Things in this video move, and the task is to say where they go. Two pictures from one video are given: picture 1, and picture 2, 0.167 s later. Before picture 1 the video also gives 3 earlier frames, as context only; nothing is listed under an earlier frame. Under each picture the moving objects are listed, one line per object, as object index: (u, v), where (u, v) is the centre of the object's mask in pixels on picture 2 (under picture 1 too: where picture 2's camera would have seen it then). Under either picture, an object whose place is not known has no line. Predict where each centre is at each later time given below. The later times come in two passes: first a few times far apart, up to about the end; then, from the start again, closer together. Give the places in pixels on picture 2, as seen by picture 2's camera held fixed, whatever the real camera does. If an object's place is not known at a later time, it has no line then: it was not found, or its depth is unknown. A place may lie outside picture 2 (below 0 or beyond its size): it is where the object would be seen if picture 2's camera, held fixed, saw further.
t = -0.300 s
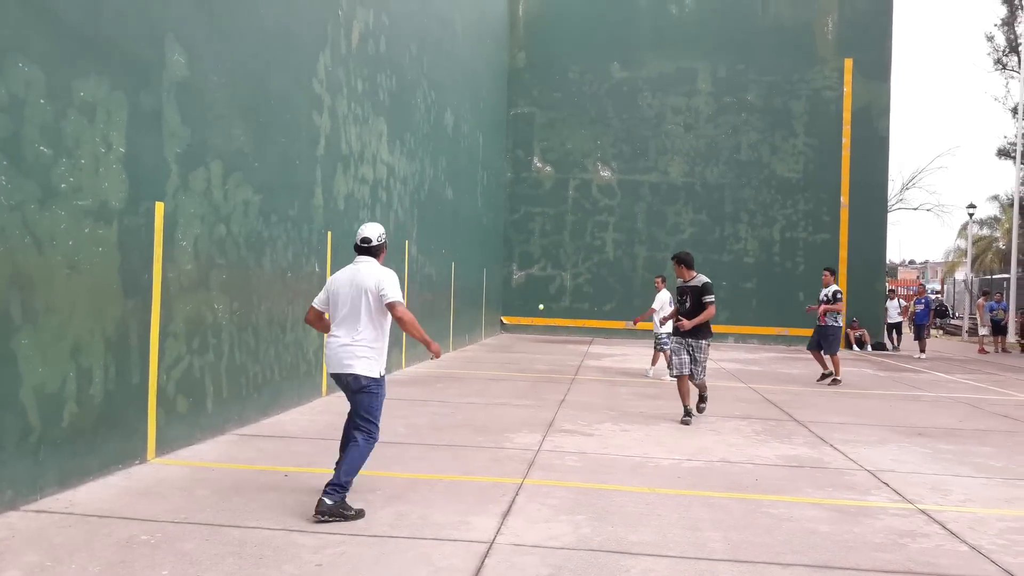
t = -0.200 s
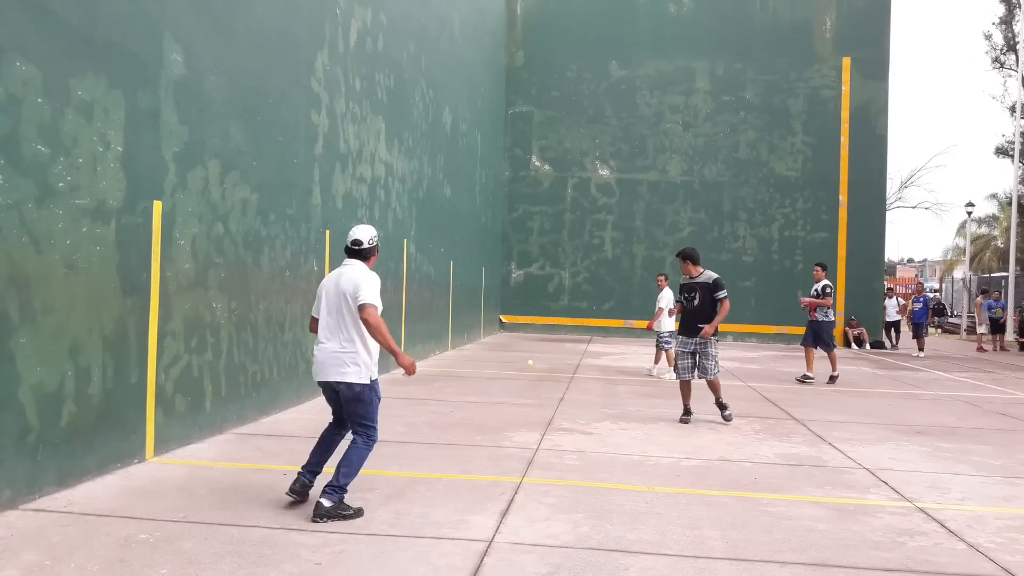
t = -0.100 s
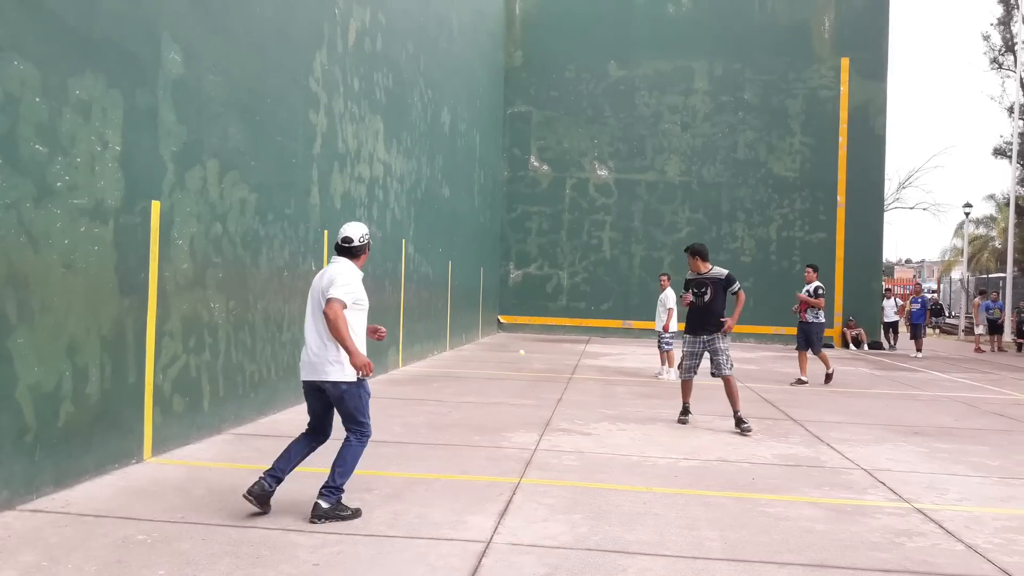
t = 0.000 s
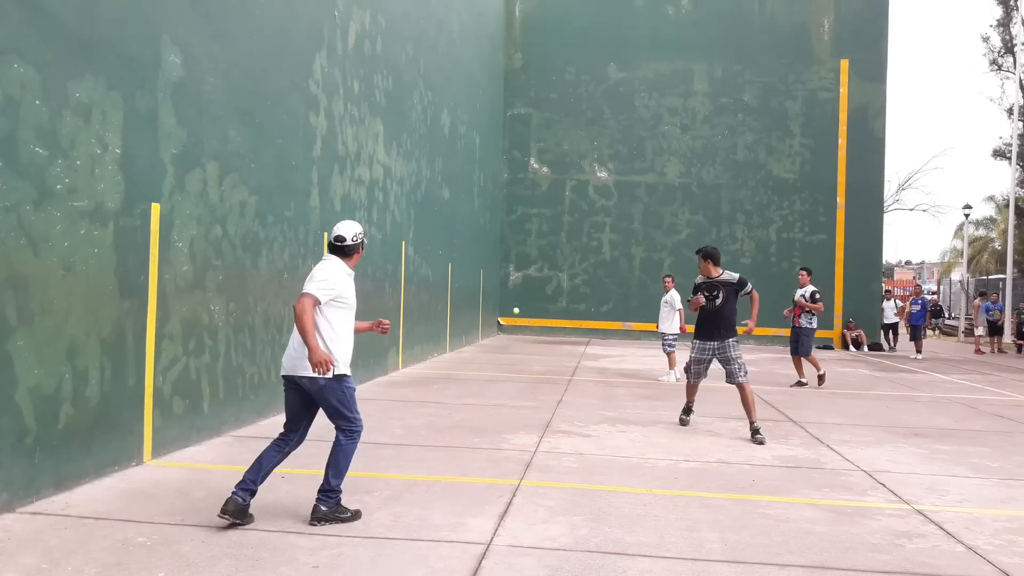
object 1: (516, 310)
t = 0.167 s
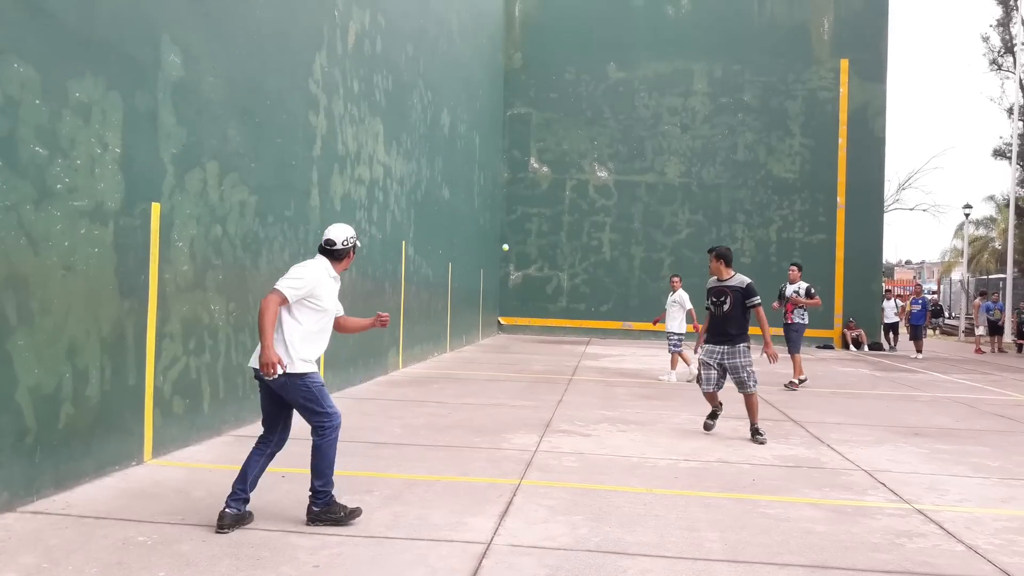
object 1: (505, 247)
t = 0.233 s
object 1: (500, 226)
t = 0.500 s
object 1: (474, 172)
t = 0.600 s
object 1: (462, 168)
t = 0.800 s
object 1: (431, 198)
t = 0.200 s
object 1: (503, 237)
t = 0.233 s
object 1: (500, 226)
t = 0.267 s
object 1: (497, 217)
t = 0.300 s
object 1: (495, 208)
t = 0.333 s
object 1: (491, 200)
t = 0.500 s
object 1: (474, 172)
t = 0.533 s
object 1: (470, 169)
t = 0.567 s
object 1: (466, 168)
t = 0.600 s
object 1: (462, 168)
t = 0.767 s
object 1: (437, 189)
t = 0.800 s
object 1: (431, 198)
